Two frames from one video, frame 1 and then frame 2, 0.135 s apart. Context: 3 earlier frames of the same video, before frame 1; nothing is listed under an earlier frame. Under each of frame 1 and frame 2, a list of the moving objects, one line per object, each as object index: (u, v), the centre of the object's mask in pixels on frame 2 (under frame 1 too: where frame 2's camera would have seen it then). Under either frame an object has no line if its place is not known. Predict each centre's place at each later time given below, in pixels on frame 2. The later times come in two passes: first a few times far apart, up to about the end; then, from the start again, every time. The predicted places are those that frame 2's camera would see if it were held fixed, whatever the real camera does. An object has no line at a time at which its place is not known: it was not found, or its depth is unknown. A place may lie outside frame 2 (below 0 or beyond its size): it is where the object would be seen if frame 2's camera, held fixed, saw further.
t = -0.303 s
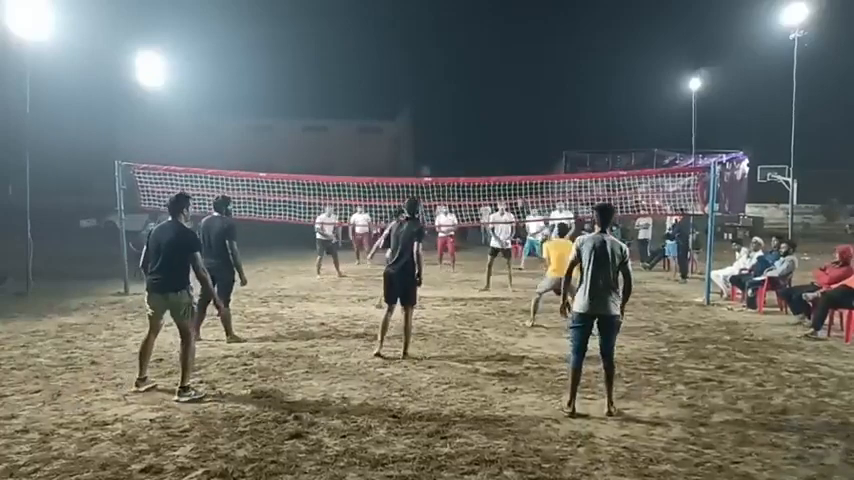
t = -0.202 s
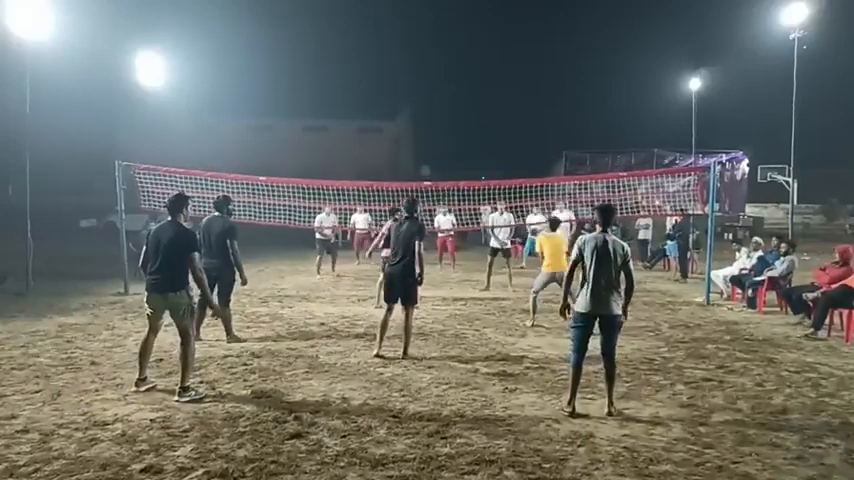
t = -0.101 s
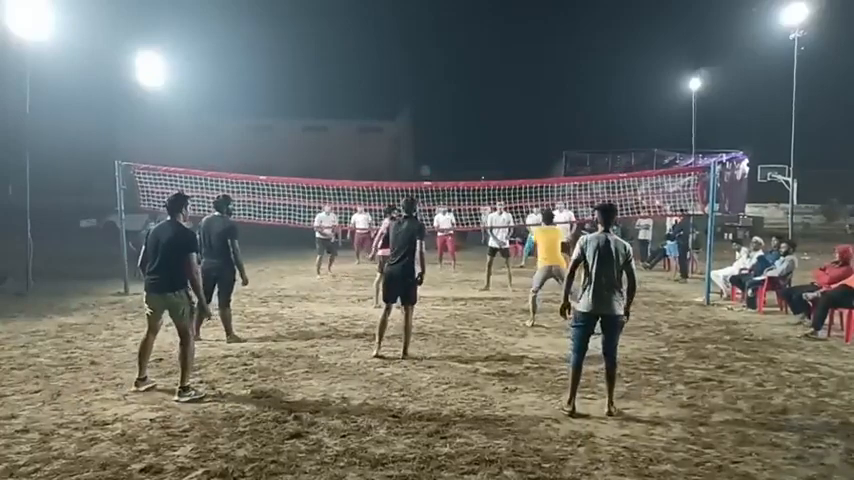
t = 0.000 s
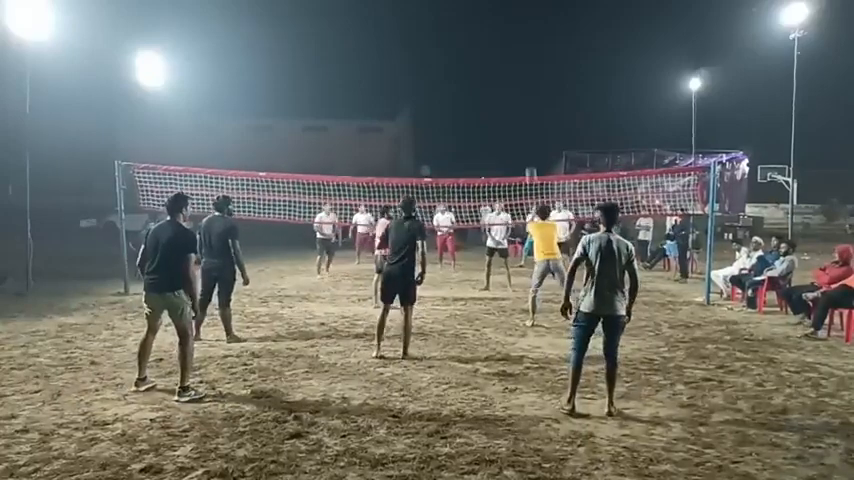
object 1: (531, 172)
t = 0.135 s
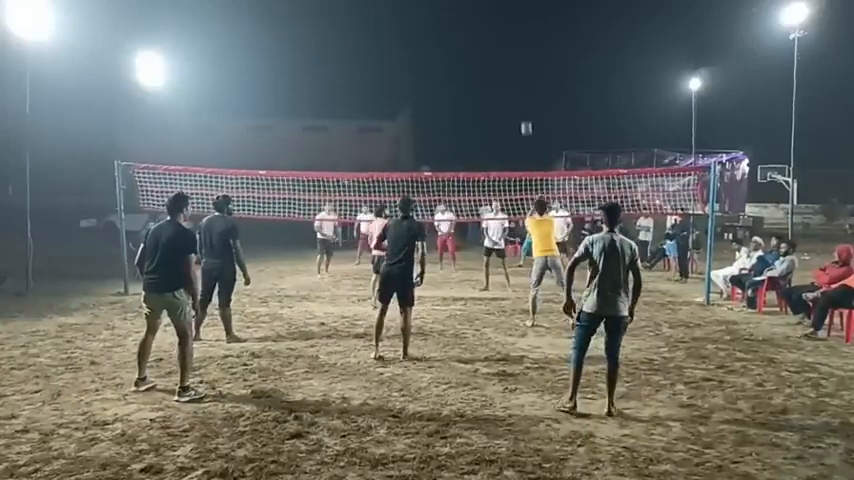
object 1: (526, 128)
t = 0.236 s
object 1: (523, 104)
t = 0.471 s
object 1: (517, 74)
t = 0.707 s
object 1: (513, 75)
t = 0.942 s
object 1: (509, 98)
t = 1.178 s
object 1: (505, 138)
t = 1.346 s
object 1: (502, 172)
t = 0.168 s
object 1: (525, 119)
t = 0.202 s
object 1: (524, 111)
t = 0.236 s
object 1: (523, 104)
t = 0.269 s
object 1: (522, 98)
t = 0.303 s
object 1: (521, 92)
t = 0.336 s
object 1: (521, 87)
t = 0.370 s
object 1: (520, 83)
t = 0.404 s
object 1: (519, 79)
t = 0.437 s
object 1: (518, 76)
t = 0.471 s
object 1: (517, 74)
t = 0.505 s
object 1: (517, 73)
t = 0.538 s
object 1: (516, 72)
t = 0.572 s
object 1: (516, 71)
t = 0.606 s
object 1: (515, 71)
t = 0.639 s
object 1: (514, 72)
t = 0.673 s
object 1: (514, 73)
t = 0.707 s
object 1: (513, 75)
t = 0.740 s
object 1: (512, 77)
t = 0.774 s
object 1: (512, 79)
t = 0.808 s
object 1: (511, 82)
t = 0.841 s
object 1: (510, 86)
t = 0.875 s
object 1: (510, 90)
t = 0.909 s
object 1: (509, 94)
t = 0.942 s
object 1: (509, 98)
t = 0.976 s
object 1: (508, 103)
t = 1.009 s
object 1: (507, 108)
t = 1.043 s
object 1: (507, 114)
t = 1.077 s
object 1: (506, 119)
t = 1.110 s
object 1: (506, 125)
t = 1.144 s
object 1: (505, 131)
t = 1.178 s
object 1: (505, 138)
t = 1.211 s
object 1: (504, 145)
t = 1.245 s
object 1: (504, 152)
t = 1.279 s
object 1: (503, 159)
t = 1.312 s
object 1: (503, 166)
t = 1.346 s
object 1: (502, 172)
